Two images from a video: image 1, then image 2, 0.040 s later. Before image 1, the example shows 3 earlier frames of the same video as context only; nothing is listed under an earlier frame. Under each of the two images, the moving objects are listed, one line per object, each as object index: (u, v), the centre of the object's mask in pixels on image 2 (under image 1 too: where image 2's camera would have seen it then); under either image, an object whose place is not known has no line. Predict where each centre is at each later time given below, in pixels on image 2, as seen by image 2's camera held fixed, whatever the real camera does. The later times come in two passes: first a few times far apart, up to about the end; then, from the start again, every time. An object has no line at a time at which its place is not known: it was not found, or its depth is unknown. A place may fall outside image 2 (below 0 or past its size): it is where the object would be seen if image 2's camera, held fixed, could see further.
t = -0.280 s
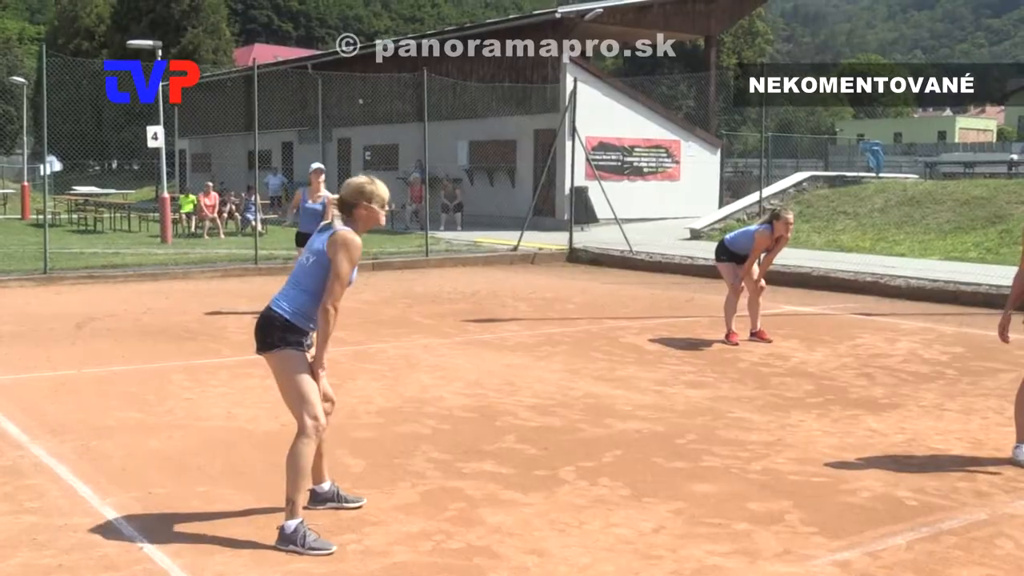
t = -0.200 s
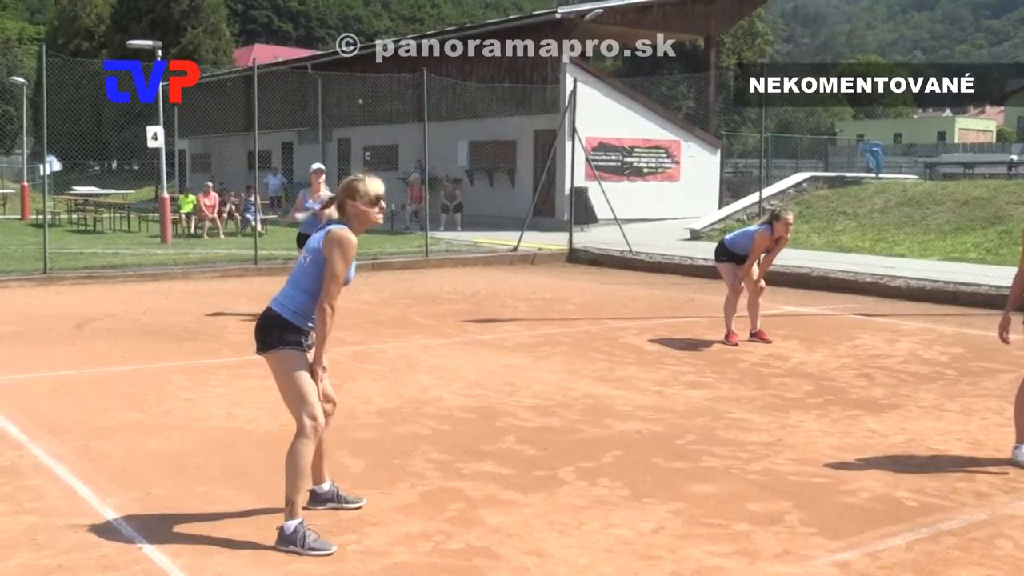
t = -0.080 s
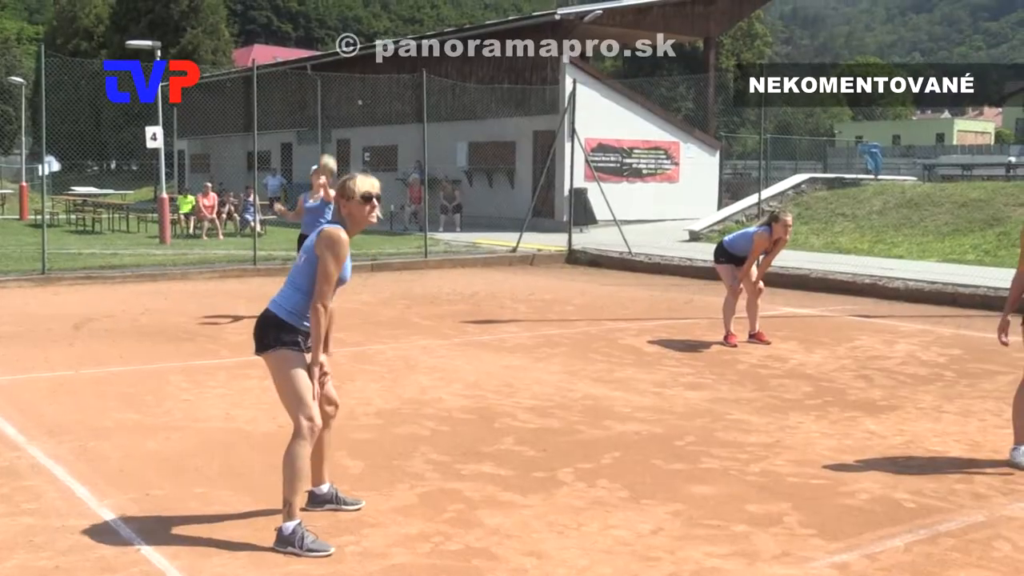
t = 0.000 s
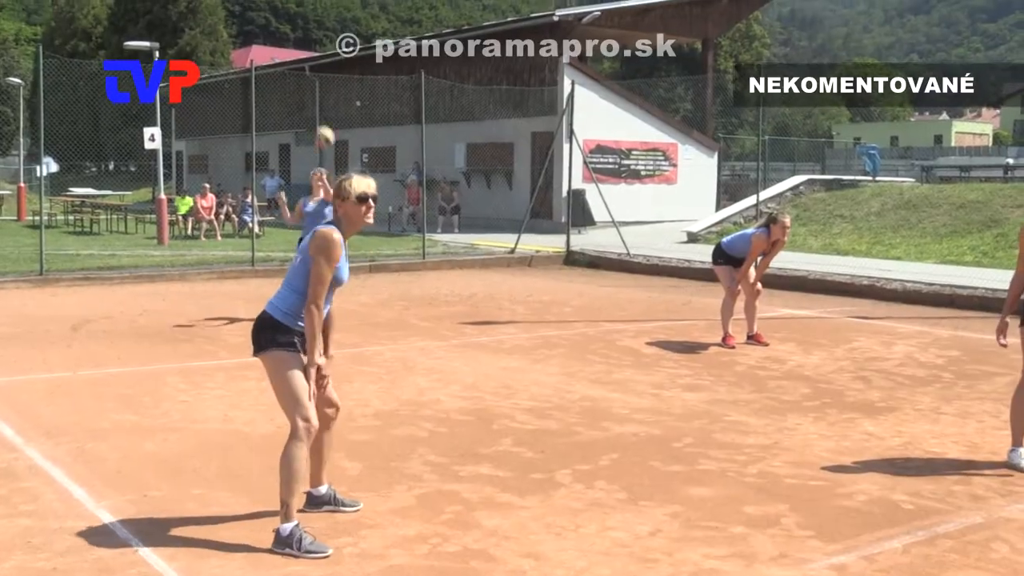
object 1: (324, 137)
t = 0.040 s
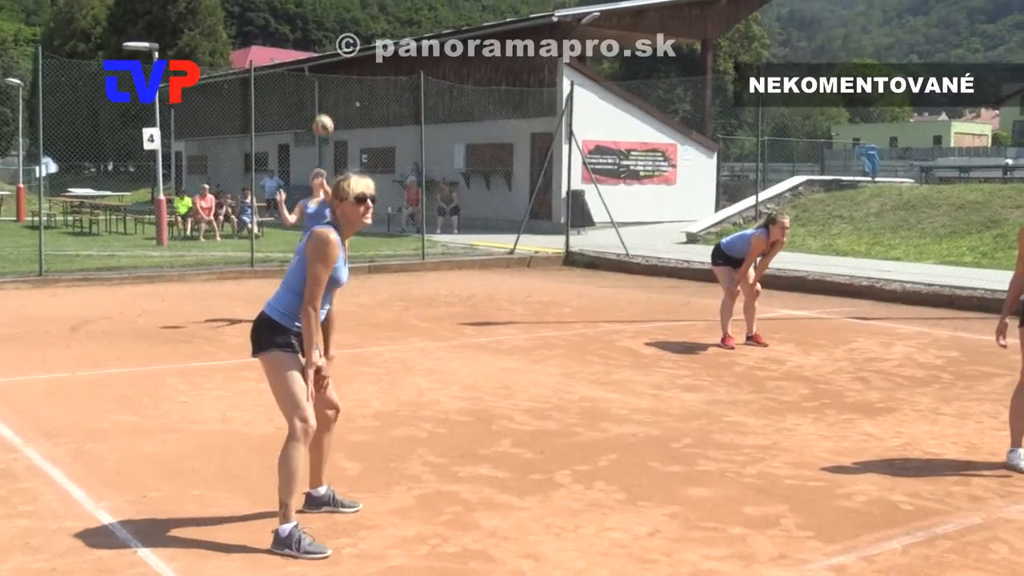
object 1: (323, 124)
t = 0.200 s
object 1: (321, 90)
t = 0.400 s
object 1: (320, 82)
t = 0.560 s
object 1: (320, 108)
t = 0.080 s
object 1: (323, 114)
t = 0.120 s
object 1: (322, 104)
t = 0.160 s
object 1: (322, 96)
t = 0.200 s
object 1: (321, 90)
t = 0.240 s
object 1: (321, 85)
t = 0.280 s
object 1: (321, 82)
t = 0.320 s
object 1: (320, 81)
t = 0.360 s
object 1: (320, 81)
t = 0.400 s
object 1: (320, 82)
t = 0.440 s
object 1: (319, 86)
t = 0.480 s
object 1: (320, 92)
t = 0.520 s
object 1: (320, 98)
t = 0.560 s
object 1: (320, 108)
